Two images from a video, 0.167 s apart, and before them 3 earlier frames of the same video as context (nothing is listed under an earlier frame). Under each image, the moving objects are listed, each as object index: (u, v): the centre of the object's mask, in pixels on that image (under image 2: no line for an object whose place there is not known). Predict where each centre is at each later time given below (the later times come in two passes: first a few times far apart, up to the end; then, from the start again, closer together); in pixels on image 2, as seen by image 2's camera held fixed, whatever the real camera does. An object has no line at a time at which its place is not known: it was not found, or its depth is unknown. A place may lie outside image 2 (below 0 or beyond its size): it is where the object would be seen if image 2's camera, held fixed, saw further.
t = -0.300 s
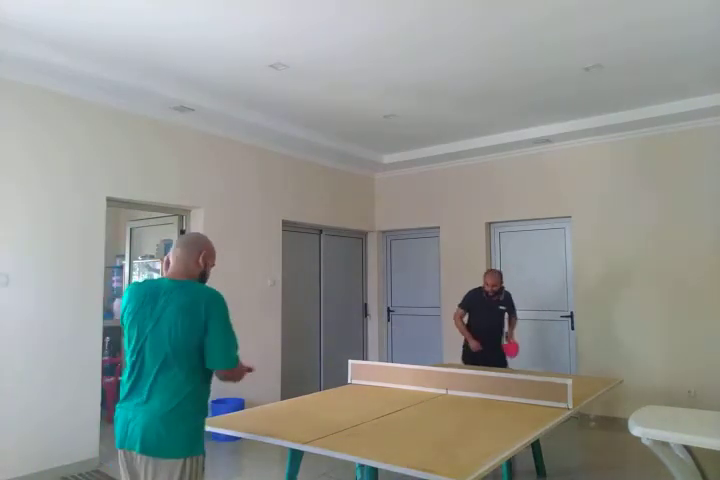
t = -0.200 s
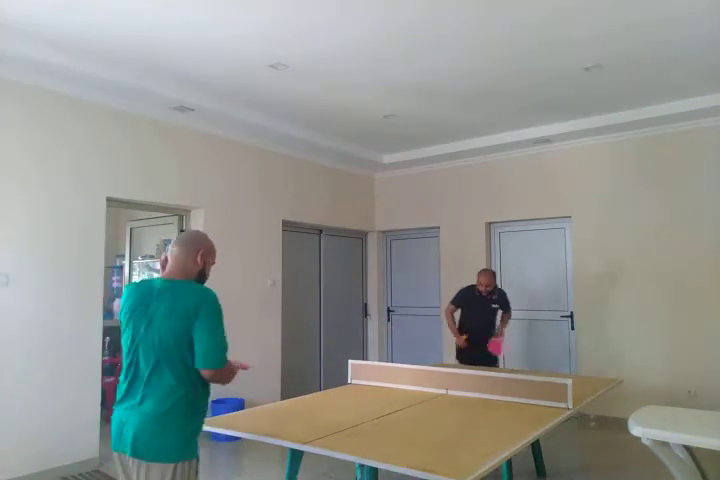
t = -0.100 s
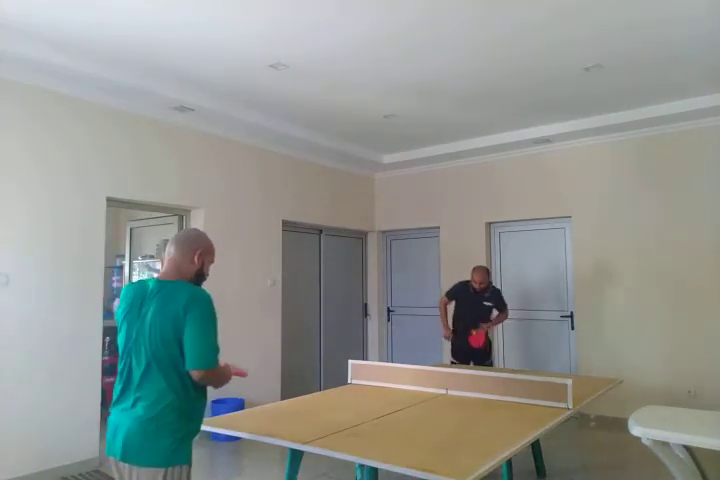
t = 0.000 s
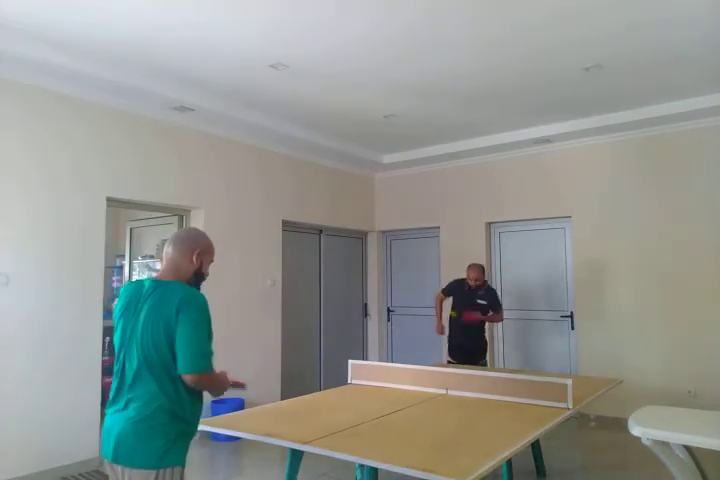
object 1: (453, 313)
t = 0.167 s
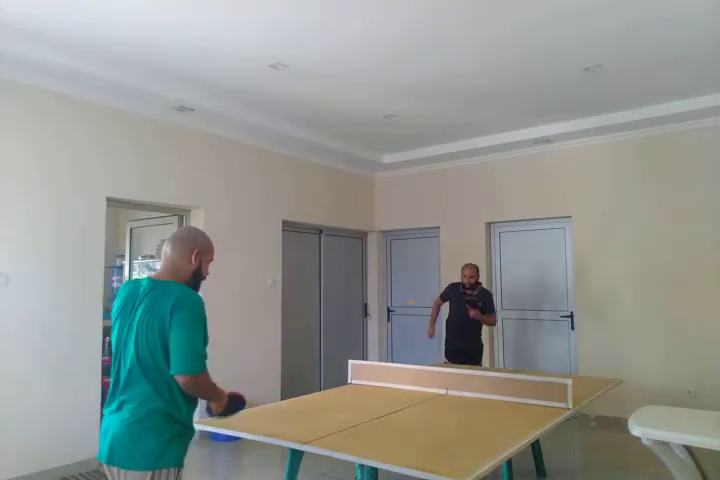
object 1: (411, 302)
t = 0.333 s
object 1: (364, 327)
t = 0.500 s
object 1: (315, 387)
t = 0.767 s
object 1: (265, 349)
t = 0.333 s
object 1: (364, 327)
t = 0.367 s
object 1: (356, 335)
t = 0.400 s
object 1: (346, 346)
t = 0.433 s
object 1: (336, 360)
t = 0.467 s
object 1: (326, 376)
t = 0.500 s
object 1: (315, 387)
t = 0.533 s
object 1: (309, 378)
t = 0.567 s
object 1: (303, 369)
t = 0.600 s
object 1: (297, 361)
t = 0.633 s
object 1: (291, 355)
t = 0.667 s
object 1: (284, 351)
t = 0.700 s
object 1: (278, 348)
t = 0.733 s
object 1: (272, 348)
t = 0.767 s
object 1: (265, 349)
